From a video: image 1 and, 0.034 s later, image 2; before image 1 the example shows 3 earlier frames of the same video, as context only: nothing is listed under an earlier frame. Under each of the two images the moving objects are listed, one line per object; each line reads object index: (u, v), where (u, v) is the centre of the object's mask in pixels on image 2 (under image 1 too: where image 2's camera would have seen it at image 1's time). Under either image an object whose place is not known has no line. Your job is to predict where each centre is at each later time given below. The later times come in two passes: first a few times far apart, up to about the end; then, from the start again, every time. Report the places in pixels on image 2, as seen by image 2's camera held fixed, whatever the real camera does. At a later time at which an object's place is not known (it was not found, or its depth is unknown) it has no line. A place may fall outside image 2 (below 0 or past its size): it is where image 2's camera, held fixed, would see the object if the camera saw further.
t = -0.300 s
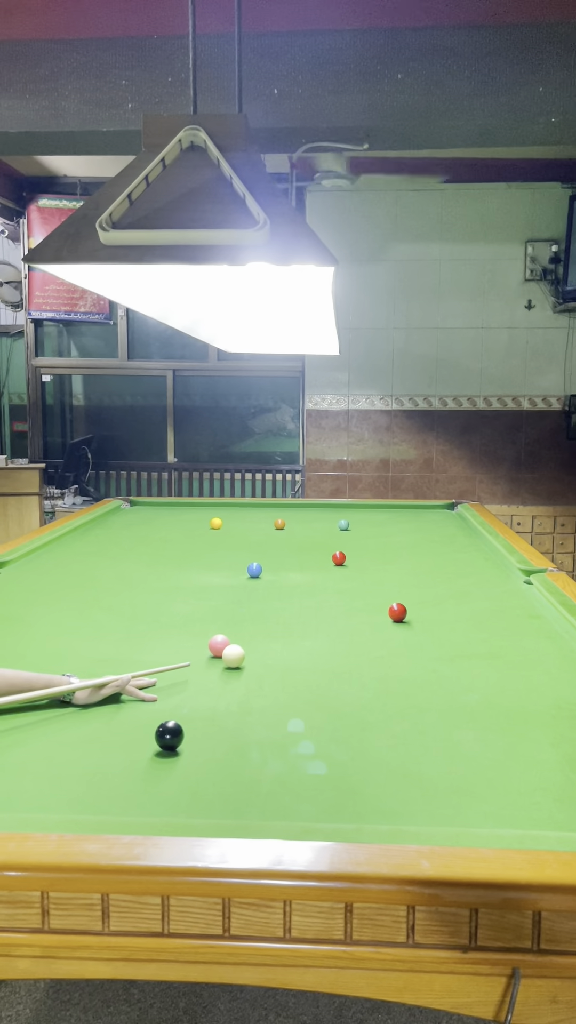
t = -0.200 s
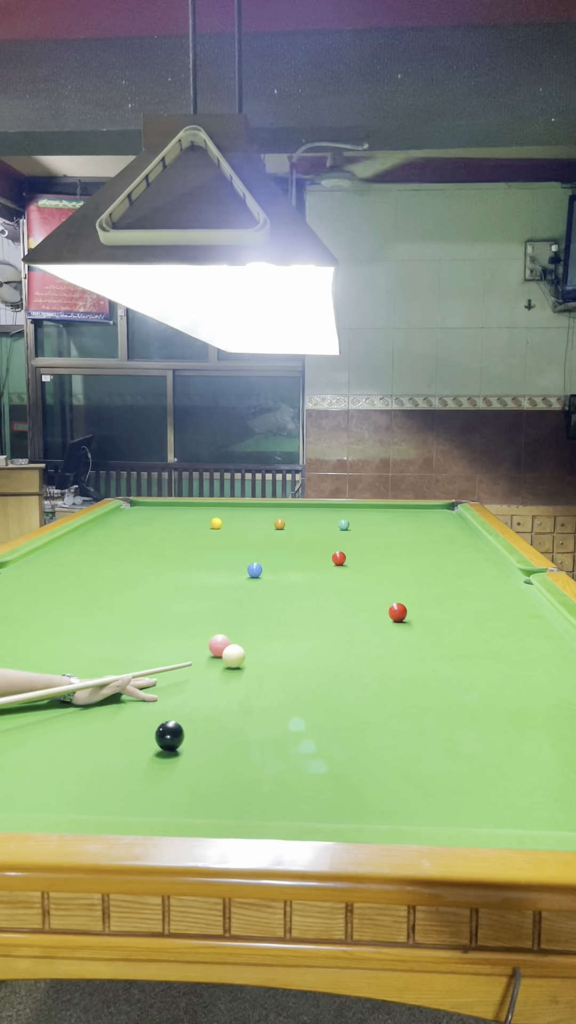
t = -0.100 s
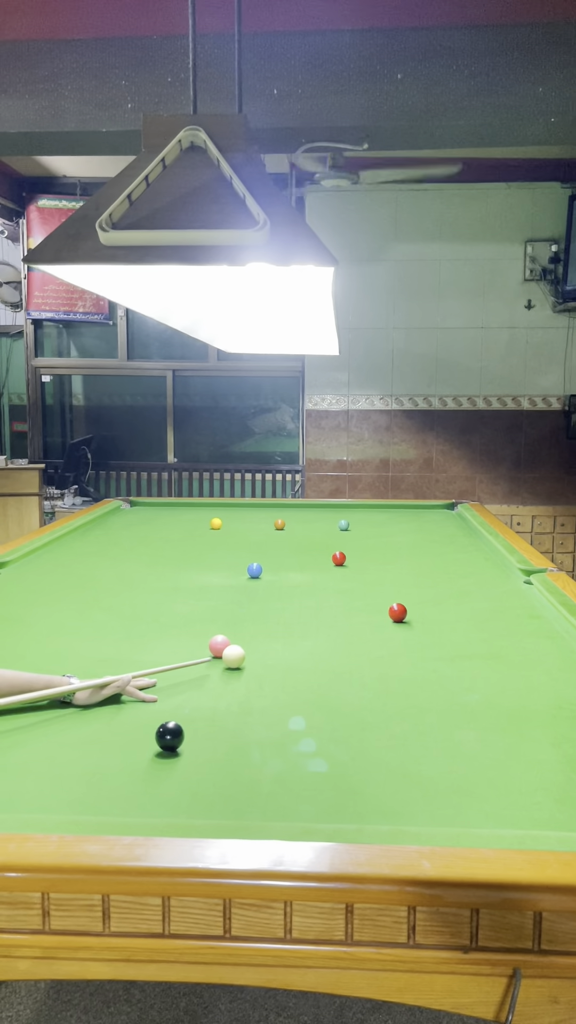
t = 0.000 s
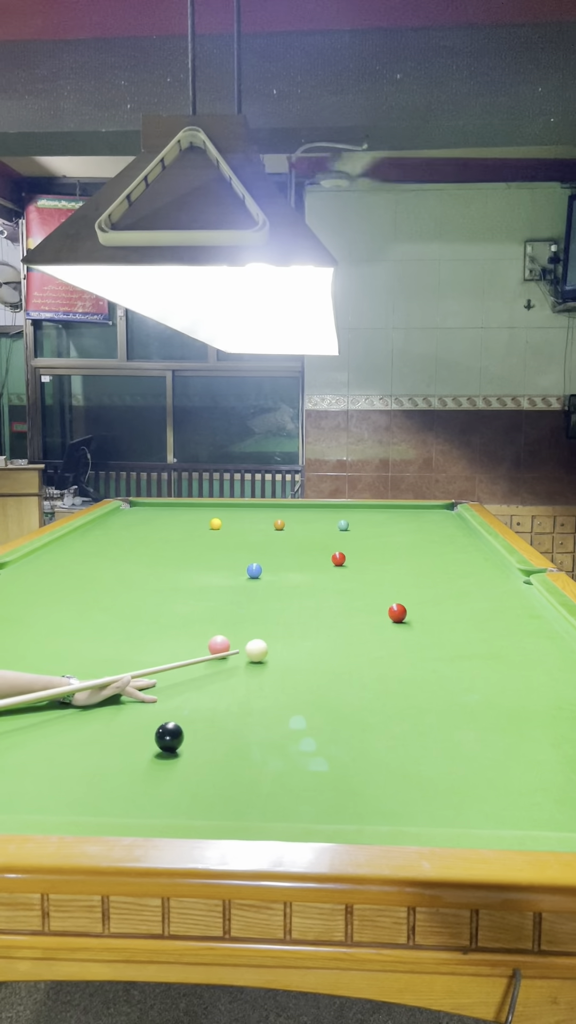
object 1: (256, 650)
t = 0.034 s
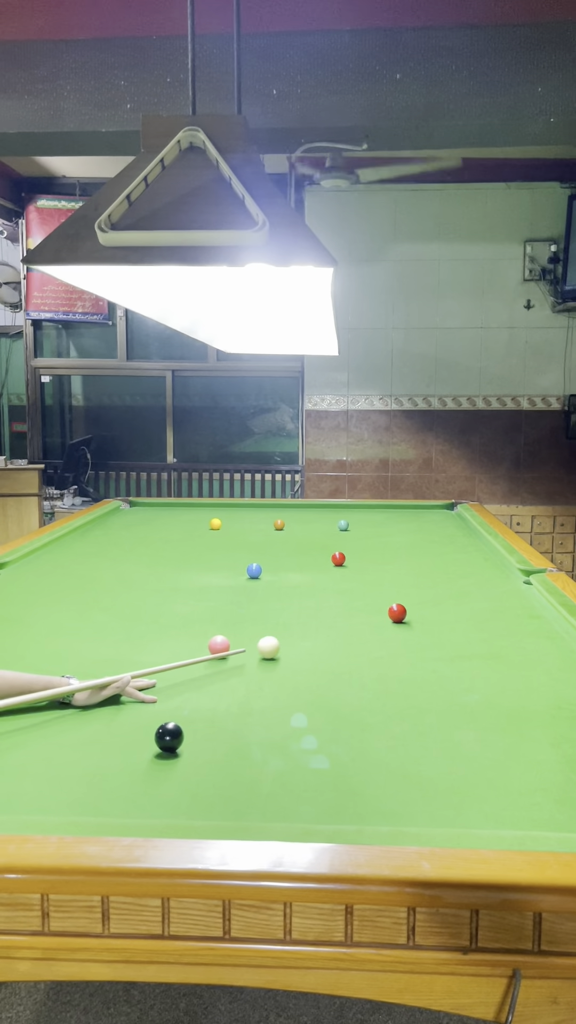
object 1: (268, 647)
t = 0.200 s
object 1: (323, 633)
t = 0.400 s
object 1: (379, 617)
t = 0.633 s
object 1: (395, 613)
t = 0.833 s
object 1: (405, 611)
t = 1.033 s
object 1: (414, 608)
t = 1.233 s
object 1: (422, 606)
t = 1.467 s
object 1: (429, 604)
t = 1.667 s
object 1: (434, 602)
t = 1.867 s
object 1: (437, 601)
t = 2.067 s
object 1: (440, 600)
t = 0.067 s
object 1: (280, 644)
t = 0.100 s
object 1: (291, 641)
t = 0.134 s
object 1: (302, 638)
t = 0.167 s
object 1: (312, 635)
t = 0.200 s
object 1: (323, 633)
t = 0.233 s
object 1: (333, 630)
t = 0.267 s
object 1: (342, 627)
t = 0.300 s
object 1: (352, 625)
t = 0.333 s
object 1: (361, 622)
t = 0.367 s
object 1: (370, 620)
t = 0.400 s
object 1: (379, 617)
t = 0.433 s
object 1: (385, 616)
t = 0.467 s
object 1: (386, 616)
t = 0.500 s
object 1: (387, 615)
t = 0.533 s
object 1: (389, 615)
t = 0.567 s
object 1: (391, 614)
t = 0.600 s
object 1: (393, 614)
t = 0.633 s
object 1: (395, 613)
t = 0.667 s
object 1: (396, 613)
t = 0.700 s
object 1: (398, 612)
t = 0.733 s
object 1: (400, 612)
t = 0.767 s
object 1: (402, 611)
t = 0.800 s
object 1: (404, 611)
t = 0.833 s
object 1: (405, 611)
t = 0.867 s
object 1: (407, 610)
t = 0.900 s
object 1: (408, 610)
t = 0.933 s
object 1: (410, 609)
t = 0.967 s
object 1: (412, 609)
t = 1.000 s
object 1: (413, 608)
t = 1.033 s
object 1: (414, 608)
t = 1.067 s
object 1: (416, 608)
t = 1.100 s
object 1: (417, 607)
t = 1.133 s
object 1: (418, 607)
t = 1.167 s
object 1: (420, 607)
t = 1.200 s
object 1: (421, 606)
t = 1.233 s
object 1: (422, 606)
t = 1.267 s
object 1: (423, 606)
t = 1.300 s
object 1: (424, 605)
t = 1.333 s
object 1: (425, 605)
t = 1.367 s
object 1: (426, 605)
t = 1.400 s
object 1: (427, 605)
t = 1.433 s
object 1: (428, 604)
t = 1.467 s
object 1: (429, 604)
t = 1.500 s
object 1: (430, 604)
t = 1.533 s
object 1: (431, 603)
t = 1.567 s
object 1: (431, 603)
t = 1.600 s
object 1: (432, 603)
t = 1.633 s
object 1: (433, 603)
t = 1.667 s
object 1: (434, 602)
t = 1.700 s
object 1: (434, 602)
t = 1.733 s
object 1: (435, 602)
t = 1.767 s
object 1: (436, 602)
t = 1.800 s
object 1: (436, 602)
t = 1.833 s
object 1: (437, 601)
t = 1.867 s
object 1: (437, 601)
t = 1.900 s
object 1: (438, 601)
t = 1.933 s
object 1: (438, 601)
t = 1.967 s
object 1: (439, 601)
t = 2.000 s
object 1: (439, 601)
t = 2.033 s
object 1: (440, 601)
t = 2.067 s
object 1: (440, 600)
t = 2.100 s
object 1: (440, 600)
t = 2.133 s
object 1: (441, 600)
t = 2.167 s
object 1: (441, 600)
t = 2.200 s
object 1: (441, 600)
